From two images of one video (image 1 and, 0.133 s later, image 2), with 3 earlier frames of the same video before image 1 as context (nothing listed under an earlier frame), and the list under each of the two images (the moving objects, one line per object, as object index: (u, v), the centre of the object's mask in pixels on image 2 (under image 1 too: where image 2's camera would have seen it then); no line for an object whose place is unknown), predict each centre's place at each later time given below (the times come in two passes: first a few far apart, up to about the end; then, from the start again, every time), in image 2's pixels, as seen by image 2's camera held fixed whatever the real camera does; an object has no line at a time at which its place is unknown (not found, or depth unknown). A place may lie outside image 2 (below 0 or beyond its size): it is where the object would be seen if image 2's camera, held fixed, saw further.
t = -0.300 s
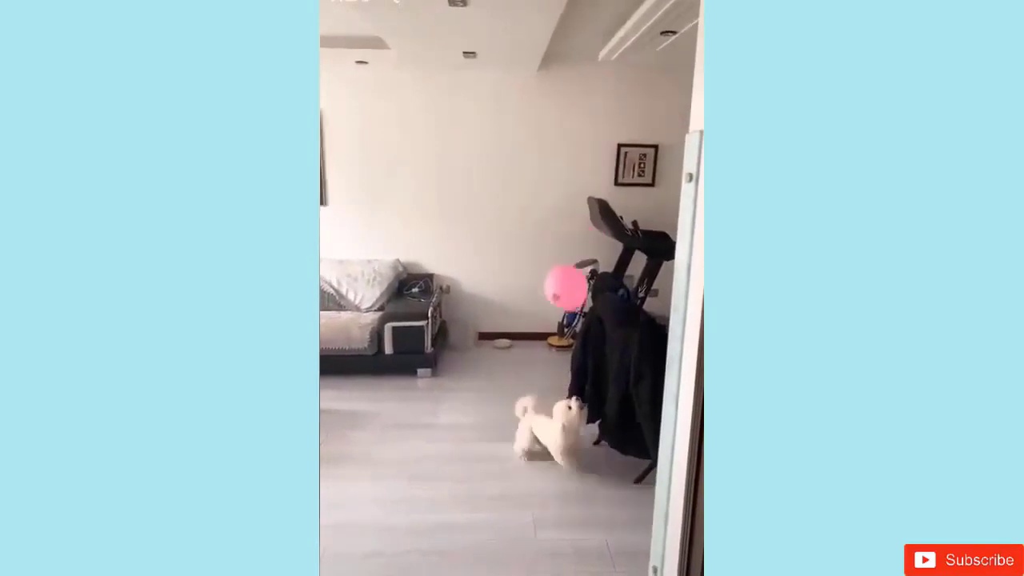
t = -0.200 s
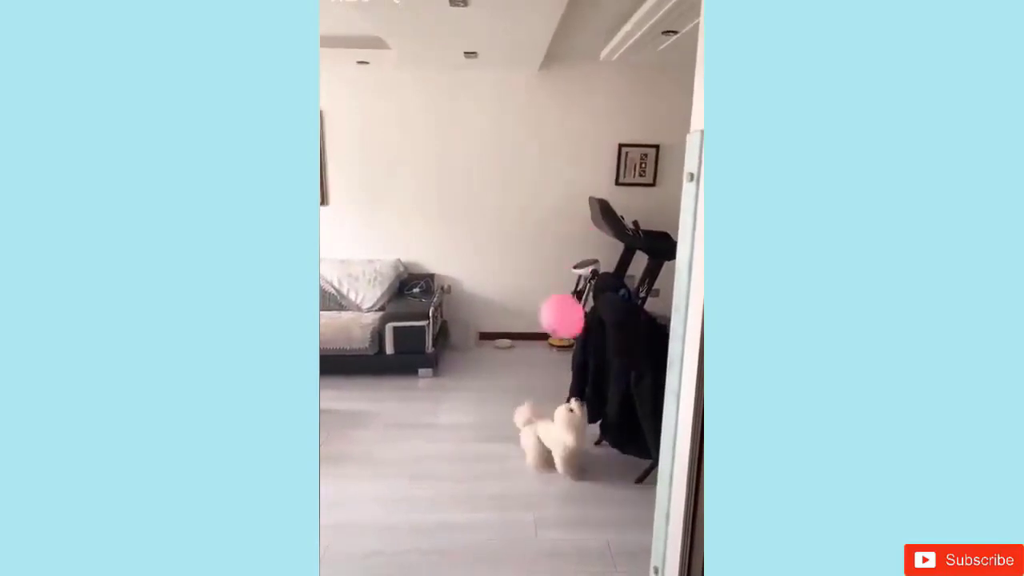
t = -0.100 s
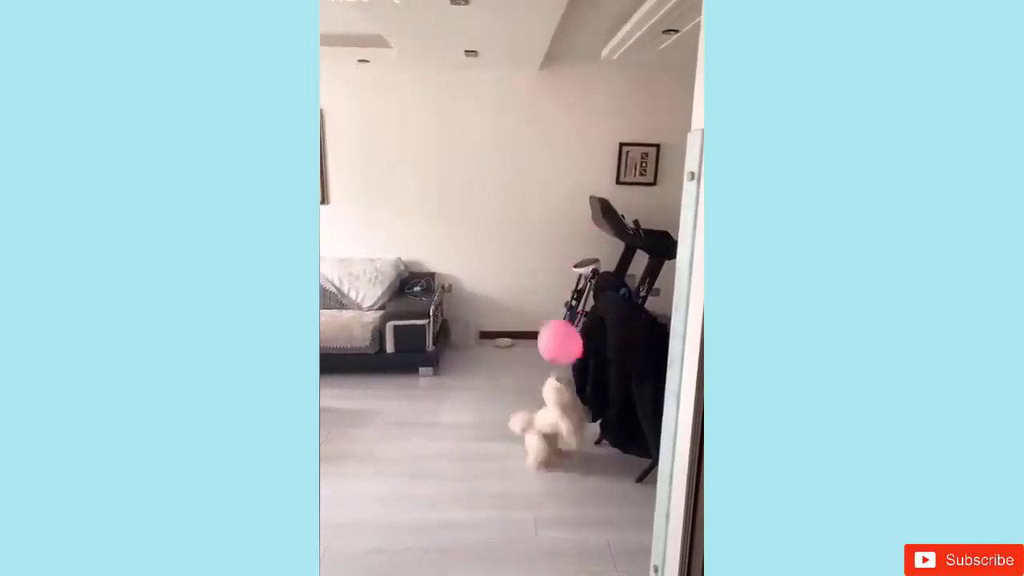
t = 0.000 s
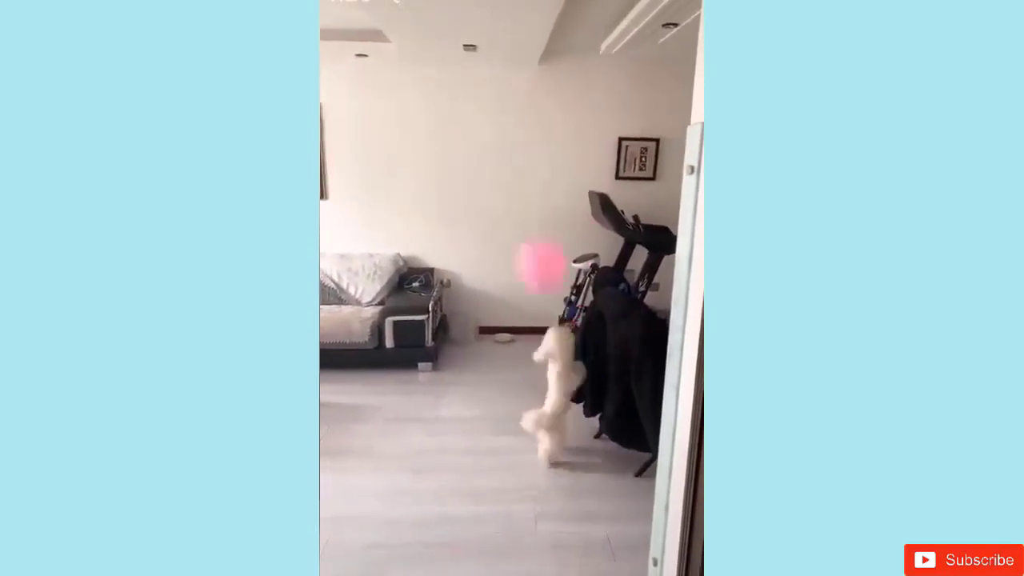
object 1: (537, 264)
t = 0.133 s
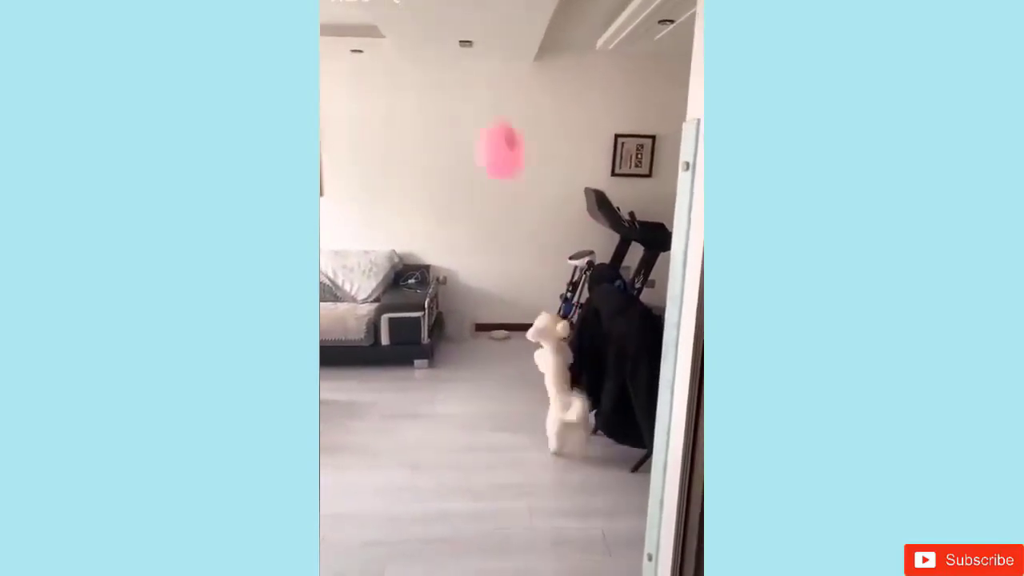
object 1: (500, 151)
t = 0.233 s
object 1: (476, 113)
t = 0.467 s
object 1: (452, 88)
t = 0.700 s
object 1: (447, 99)
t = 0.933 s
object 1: (446, 127)
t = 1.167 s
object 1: (446, 174)
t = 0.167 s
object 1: (491, 134)
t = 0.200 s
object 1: (483, 122)
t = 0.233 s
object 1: (476, 113)
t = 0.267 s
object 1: (472, 106)
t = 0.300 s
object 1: (466, 99)
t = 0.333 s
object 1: (461, 95)
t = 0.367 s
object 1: (458, 92)
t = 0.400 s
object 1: (456, 90)
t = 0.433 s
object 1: (452, 89)
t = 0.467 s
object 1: (452, 88)
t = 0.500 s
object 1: (450, 89)
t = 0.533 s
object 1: (449, 89)
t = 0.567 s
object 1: (448, 91)
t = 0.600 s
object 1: (447, 93)
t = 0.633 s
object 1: (448, 94)
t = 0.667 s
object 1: (447, 97)
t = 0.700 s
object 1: (447, 99)
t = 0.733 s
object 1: (446, 102)
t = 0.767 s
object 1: (447, 105)
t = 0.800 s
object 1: (447, 108)
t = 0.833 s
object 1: (447, 113)
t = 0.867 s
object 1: (447, 117)
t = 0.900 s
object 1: (447, 122)
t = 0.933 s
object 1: (446, 127)
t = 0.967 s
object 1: (446, 132)
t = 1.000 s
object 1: (447, 138)
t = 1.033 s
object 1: (446, 145)
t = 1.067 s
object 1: (446, 152)
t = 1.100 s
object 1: (446, 159)
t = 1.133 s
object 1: (447, 167)
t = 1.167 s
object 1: (446, 174)
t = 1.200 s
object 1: (447, 182)
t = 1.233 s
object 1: (447, 189)
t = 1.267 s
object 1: (448, 197)
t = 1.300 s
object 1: (448, 205)
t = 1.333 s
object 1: (450, 214)
